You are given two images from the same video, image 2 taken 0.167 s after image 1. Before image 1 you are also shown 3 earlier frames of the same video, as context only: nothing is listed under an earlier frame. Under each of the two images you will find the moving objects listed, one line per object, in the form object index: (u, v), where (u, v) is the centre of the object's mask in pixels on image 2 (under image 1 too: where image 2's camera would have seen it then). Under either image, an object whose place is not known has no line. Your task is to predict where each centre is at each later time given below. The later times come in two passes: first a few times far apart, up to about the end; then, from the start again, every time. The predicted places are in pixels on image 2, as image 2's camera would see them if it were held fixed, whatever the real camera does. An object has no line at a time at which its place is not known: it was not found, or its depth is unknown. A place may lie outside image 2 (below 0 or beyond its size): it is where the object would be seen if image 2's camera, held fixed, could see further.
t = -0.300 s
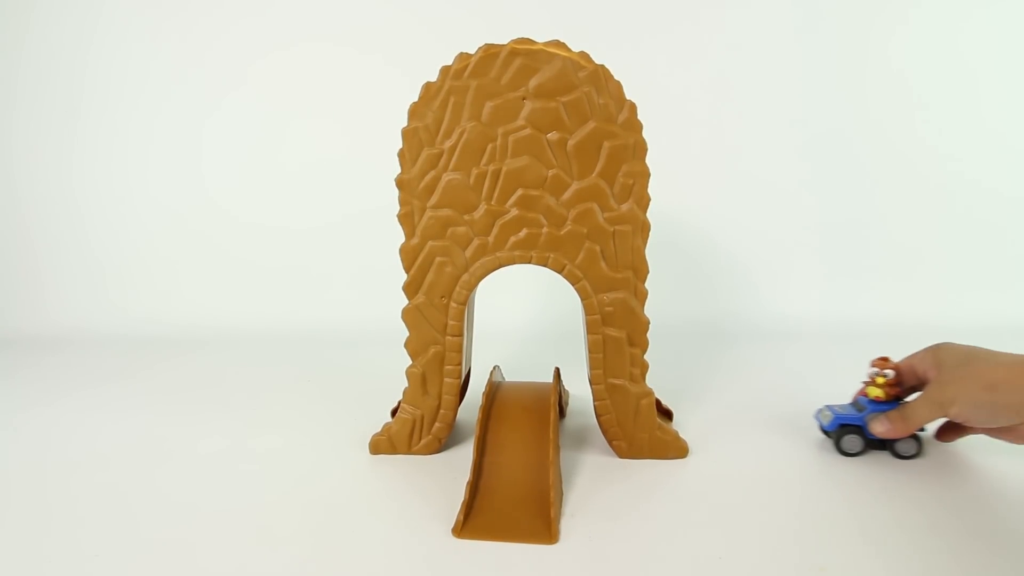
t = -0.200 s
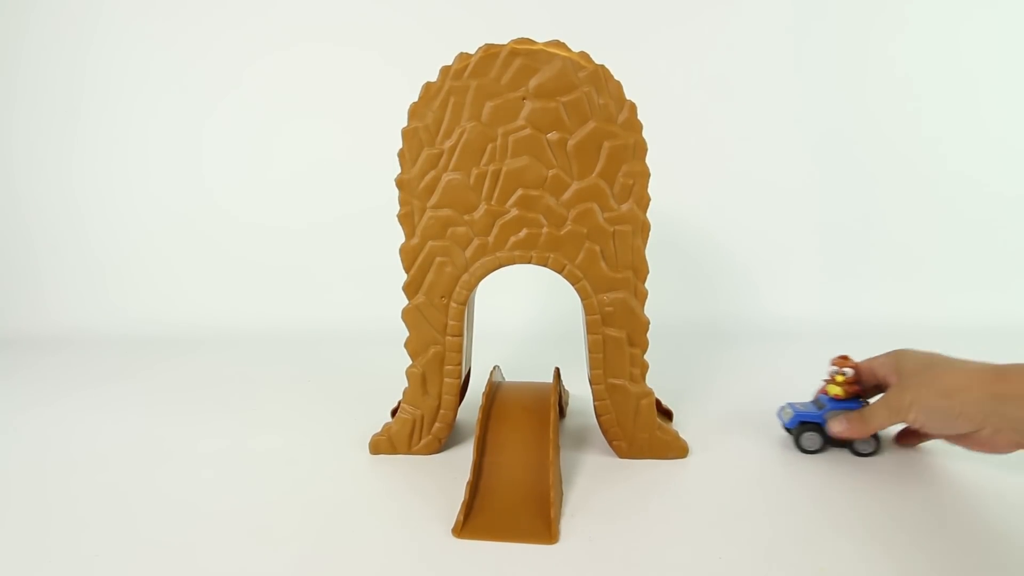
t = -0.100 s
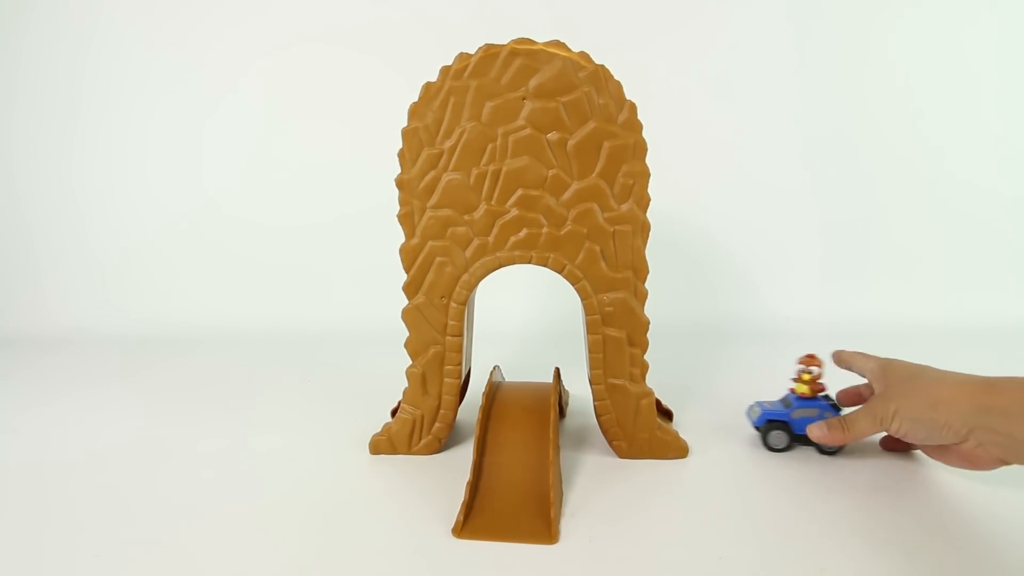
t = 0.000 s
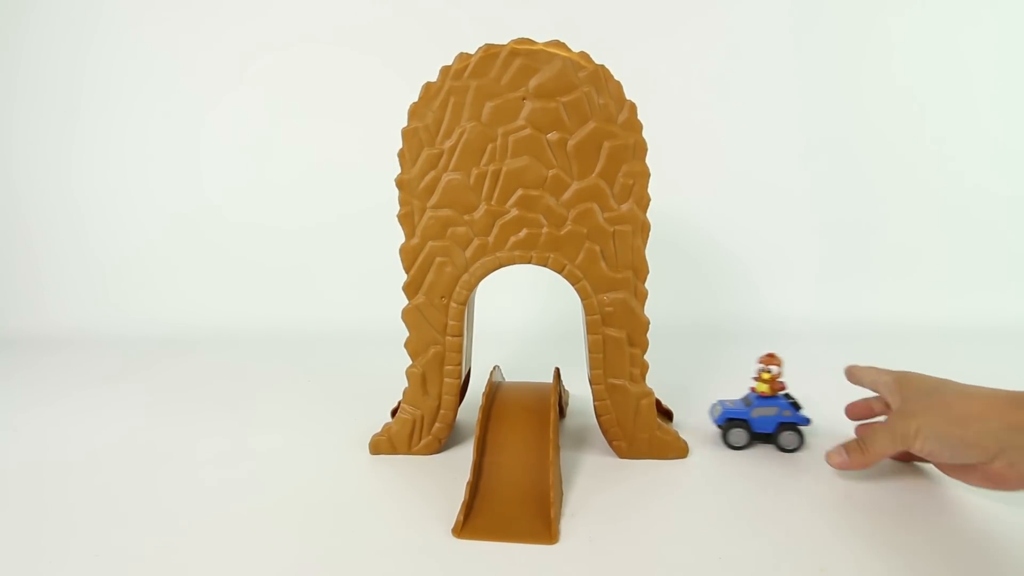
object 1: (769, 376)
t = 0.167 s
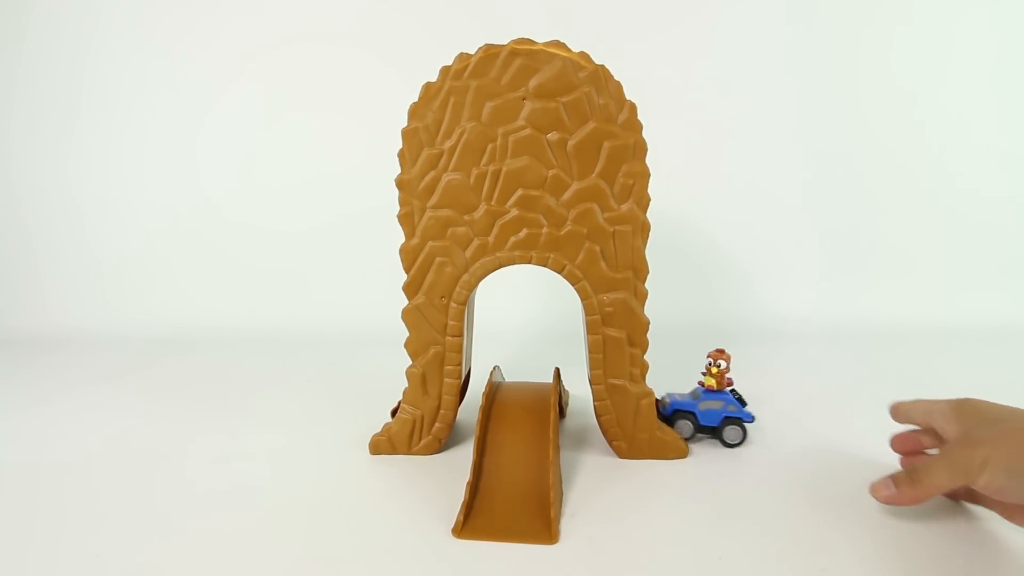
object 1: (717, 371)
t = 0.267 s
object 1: (713, 371)
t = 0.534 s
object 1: (705, 371)
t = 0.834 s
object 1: (847, 426)
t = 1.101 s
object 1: (936, 426)
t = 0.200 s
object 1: (716, 371)
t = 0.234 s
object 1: (714, 371)
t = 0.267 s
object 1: (713, 371)
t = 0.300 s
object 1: (713, 374)
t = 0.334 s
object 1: (713, 375)
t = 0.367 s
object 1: (710, 373)
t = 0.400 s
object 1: (709, 373)
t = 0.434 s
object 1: (708, 372)
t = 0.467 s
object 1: (707, 372)
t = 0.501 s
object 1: (706, 371)
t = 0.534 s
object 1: (705, 371)
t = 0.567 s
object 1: (706, 378)
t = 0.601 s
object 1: (707, 393)
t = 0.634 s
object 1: (713, 410)
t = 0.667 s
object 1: (727, 422)
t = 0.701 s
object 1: (746, 426)
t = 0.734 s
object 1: (766, 427)
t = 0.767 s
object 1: (800, 429)
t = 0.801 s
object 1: (824, 426)
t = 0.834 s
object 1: (847, 426)
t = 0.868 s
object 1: (870, 426)
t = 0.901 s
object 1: (888, 426)
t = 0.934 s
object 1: (904, 425)
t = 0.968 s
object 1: (915, 425)
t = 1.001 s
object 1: (924, 425)
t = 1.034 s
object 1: (930, 425)
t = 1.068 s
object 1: (934, 425)
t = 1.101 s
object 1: (936, 426)
